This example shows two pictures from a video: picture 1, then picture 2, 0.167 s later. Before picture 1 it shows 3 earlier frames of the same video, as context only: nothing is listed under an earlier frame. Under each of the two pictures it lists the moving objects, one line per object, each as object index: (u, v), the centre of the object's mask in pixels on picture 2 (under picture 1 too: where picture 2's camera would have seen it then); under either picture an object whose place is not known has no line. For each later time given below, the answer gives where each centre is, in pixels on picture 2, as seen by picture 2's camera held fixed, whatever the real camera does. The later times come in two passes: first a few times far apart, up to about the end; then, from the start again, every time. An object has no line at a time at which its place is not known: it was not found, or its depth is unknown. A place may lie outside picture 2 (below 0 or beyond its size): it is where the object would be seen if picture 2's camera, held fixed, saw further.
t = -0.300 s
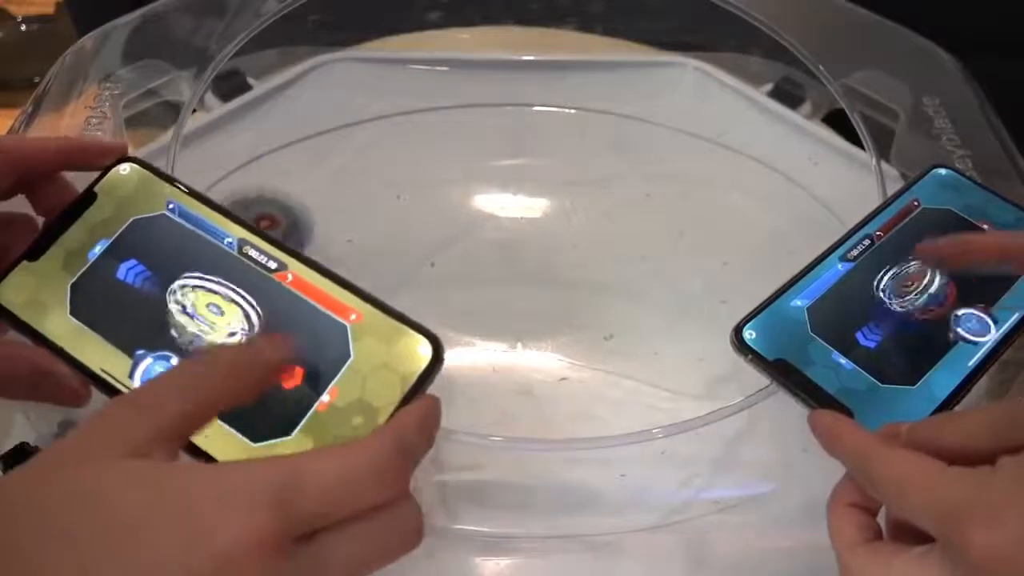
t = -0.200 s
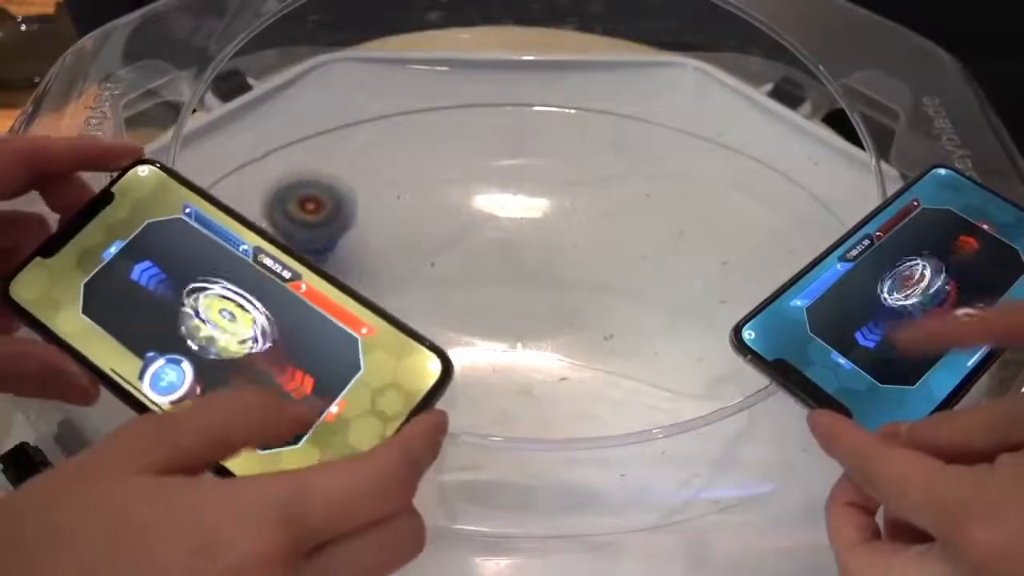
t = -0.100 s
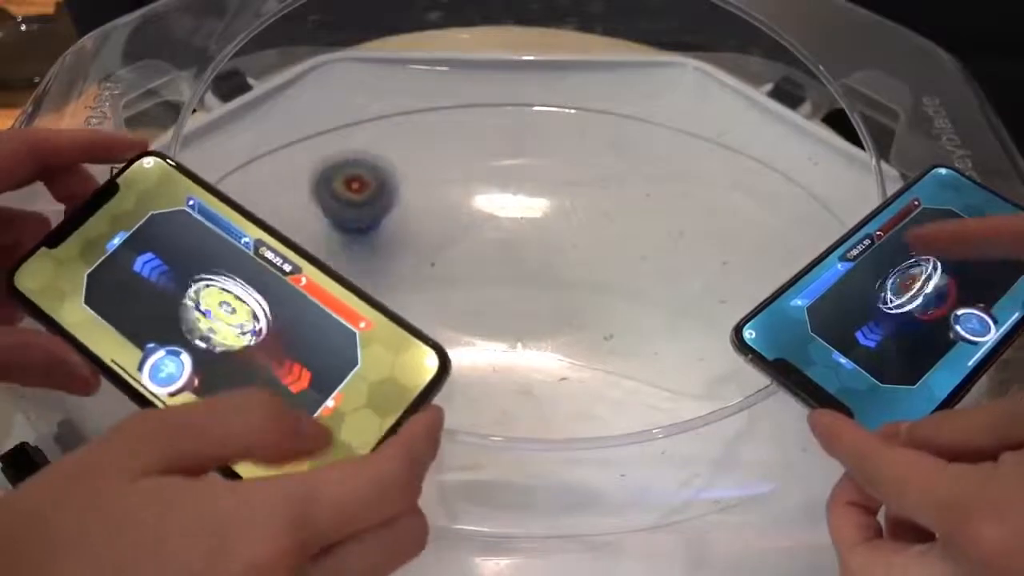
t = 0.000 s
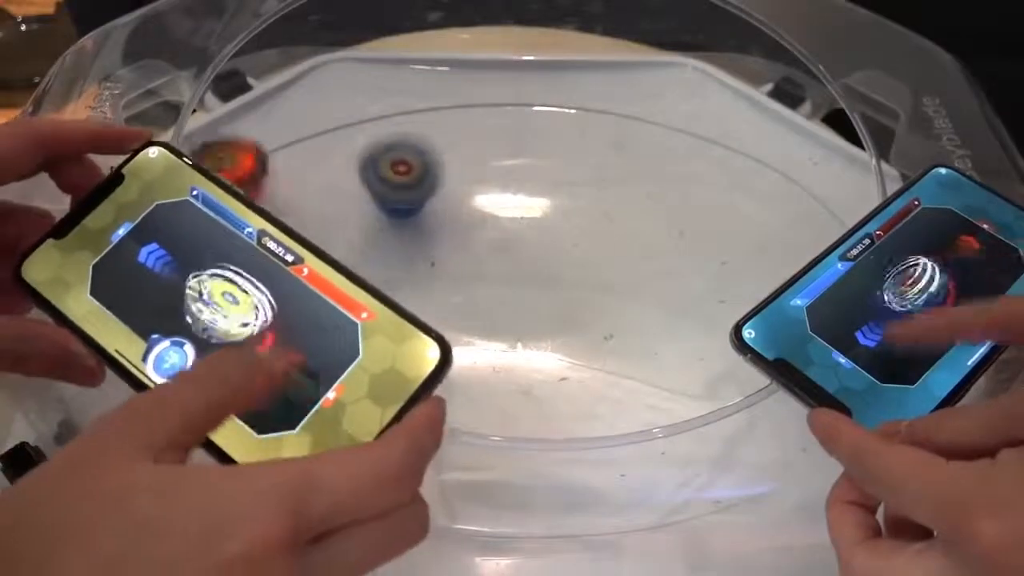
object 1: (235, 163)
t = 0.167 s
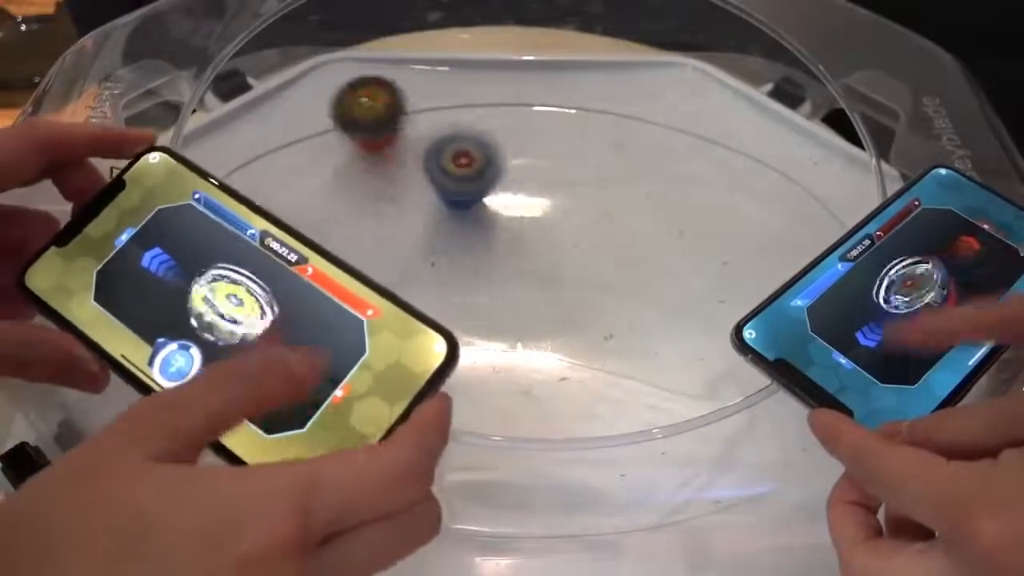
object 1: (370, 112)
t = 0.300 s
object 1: (506, 103)
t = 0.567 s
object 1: (719, 150)
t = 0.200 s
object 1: (407, 113)
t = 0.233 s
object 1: (443, 112)
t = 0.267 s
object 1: (478, 113)
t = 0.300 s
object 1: (506, 103)
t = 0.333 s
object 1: (532, 97)
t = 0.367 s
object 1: (560, 94)
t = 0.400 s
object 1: (587, 94)
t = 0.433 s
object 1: (613, 98)
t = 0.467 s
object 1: (642, 107)
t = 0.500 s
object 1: (666, 117)
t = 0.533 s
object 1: (693, 134)
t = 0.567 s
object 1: (719, 150)
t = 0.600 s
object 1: (742, 170)
